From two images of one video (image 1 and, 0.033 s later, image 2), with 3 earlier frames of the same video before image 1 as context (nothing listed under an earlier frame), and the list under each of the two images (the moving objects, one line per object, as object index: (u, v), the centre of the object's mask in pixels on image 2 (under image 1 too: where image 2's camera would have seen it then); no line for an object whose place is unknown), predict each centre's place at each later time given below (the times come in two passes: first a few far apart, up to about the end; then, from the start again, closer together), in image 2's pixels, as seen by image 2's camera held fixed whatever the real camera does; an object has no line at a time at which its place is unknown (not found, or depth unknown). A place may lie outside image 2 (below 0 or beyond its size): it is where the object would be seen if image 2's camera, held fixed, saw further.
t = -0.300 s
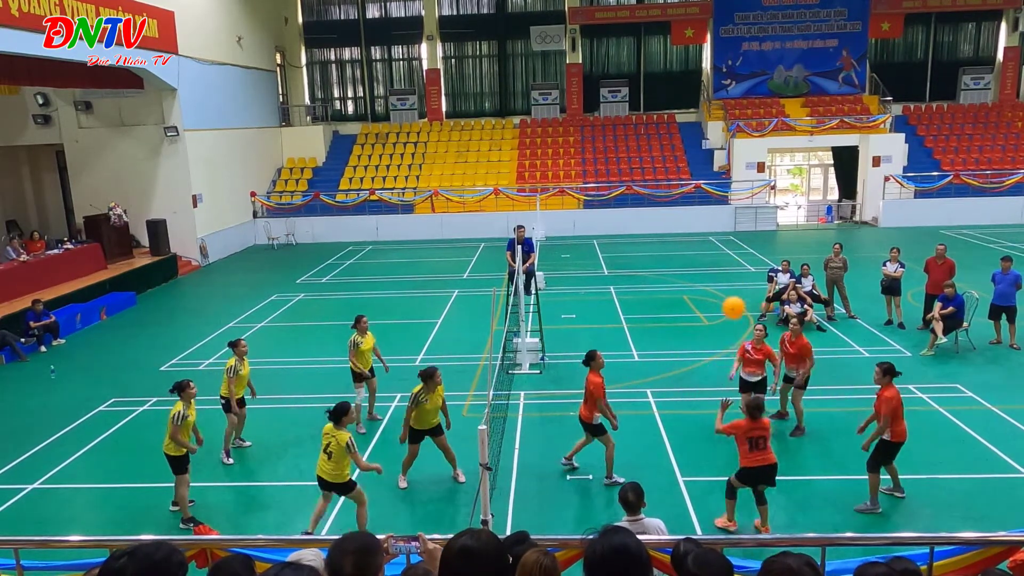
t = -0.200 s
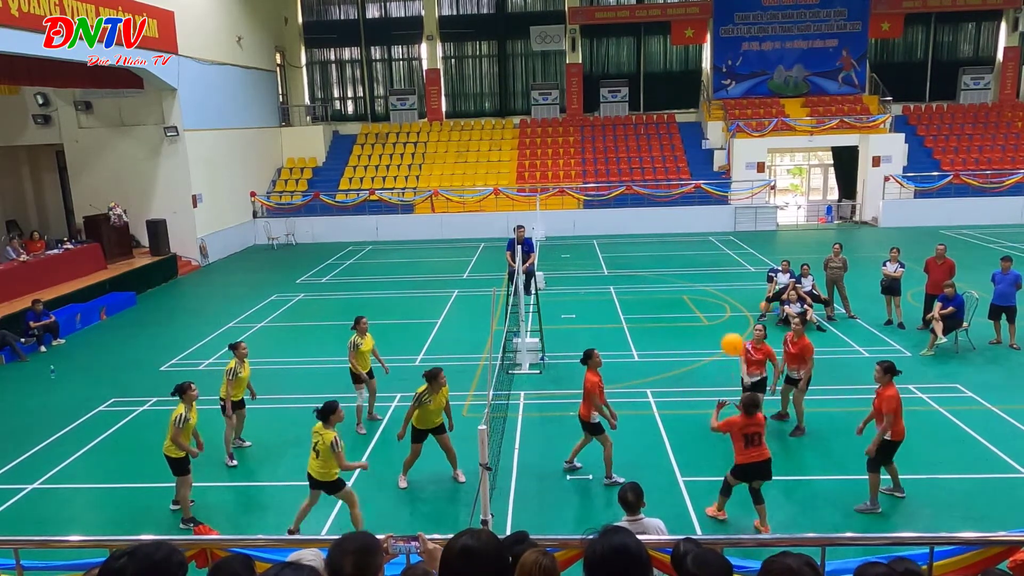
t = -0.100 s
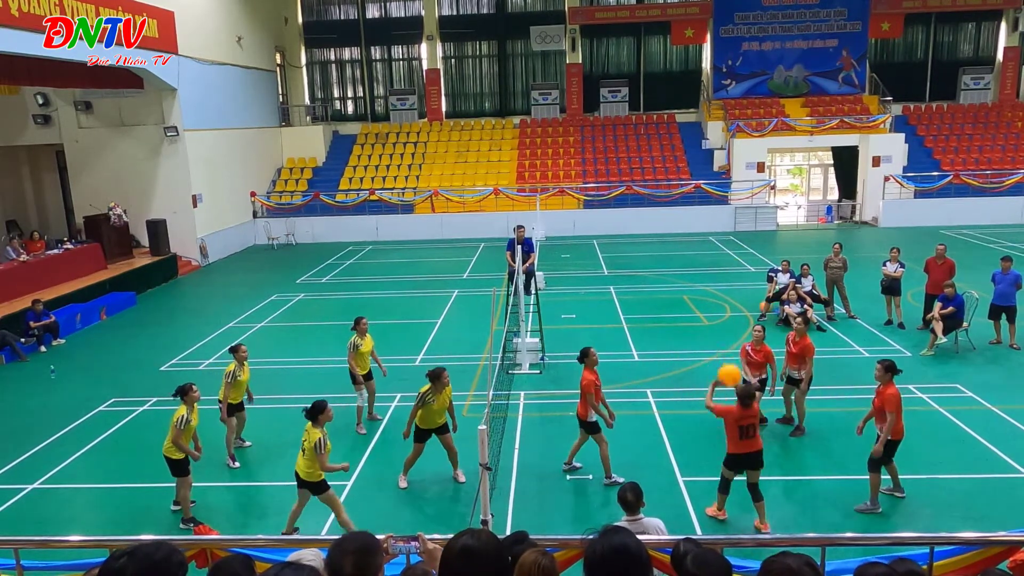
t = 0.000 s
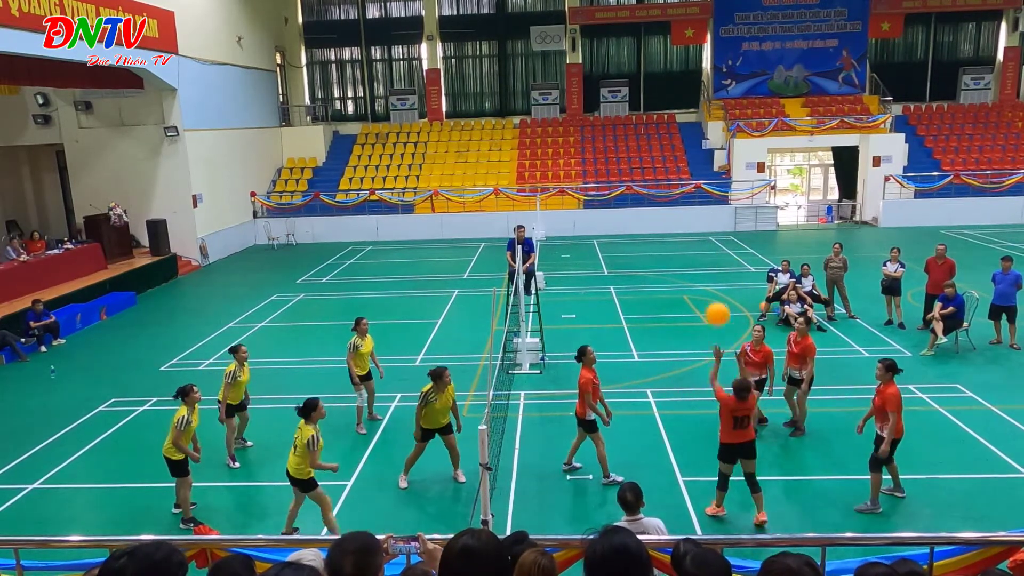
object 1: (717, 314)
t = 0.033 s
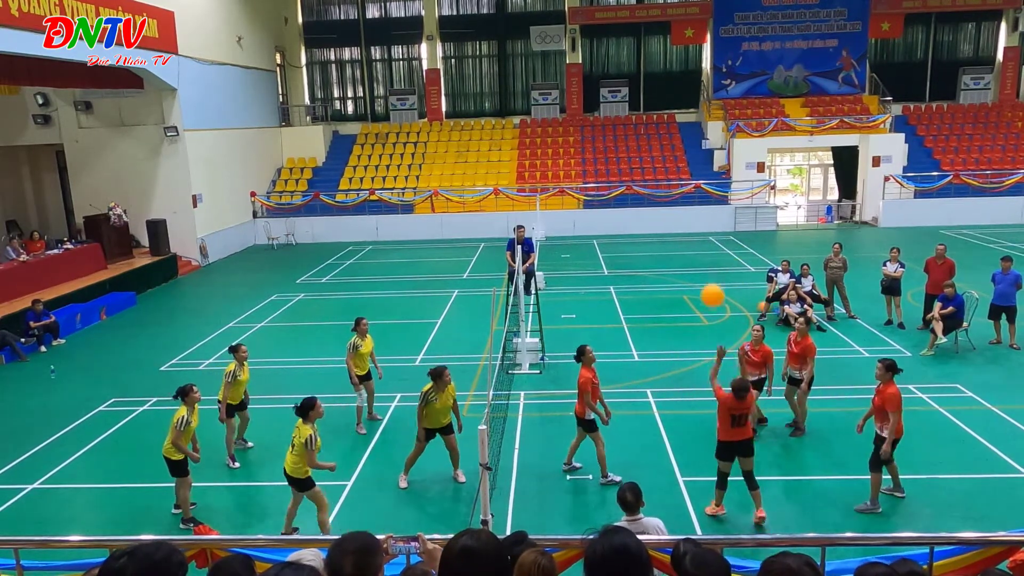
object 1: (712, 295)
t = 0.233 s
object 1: (690, 208)
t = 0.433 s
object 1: (670, 163)
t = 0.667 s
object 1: (649, 158)
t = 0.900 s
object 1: (631, 197)
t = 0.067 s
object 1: (708, 278)
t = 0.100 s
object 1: (704, 261)
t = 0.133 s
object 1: (700, 246)
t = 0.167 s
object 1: (696, 233)
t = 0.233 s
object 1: (690, 208)
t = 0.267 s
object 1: (686, 198)
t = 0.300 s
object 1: (683, 189)
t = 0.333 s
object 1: (680, 181)
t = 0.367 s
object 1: (676, 174)
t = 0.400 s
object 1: (673, 168)
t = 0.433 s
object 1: (670, 163)
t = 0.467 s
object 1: (667, 160)
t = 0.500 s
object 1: (664, 157)
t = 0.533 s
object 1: (661, 156)
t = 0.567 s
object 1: (658, 155)
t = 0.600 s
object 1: (655, 155)
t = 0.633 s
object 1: (652, 156)
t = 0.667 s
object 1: (649, 158)
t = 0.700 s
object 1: (646, 162)
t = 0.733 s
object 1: (643, 166)
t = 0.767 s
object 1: (641, 170)
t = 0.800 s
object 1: (638, 176)
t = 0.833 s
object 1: (635, 182)
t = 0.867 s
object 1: (633, 189)
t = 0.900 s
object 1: (631, 197)
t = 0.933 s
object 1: (628, 206)
